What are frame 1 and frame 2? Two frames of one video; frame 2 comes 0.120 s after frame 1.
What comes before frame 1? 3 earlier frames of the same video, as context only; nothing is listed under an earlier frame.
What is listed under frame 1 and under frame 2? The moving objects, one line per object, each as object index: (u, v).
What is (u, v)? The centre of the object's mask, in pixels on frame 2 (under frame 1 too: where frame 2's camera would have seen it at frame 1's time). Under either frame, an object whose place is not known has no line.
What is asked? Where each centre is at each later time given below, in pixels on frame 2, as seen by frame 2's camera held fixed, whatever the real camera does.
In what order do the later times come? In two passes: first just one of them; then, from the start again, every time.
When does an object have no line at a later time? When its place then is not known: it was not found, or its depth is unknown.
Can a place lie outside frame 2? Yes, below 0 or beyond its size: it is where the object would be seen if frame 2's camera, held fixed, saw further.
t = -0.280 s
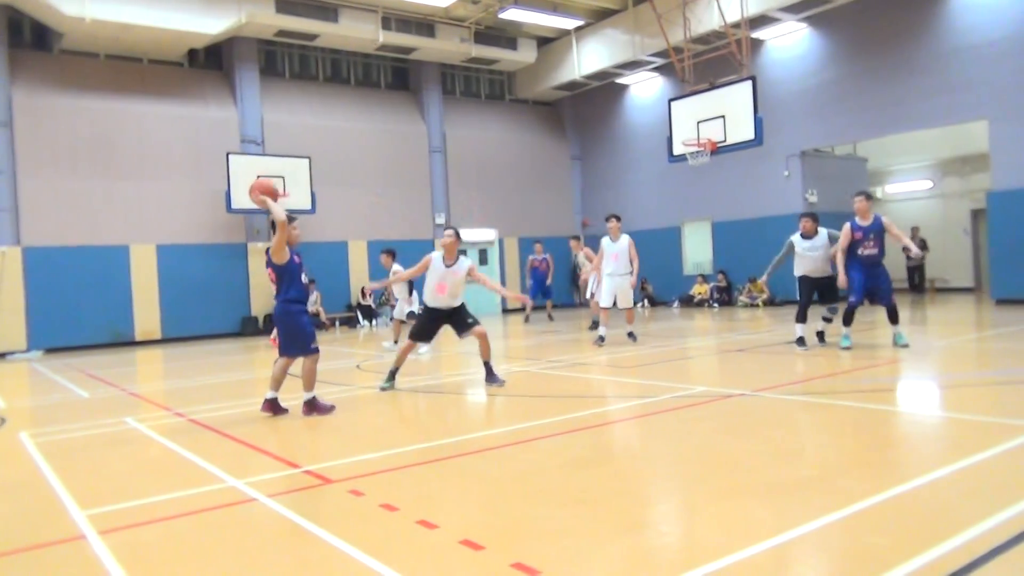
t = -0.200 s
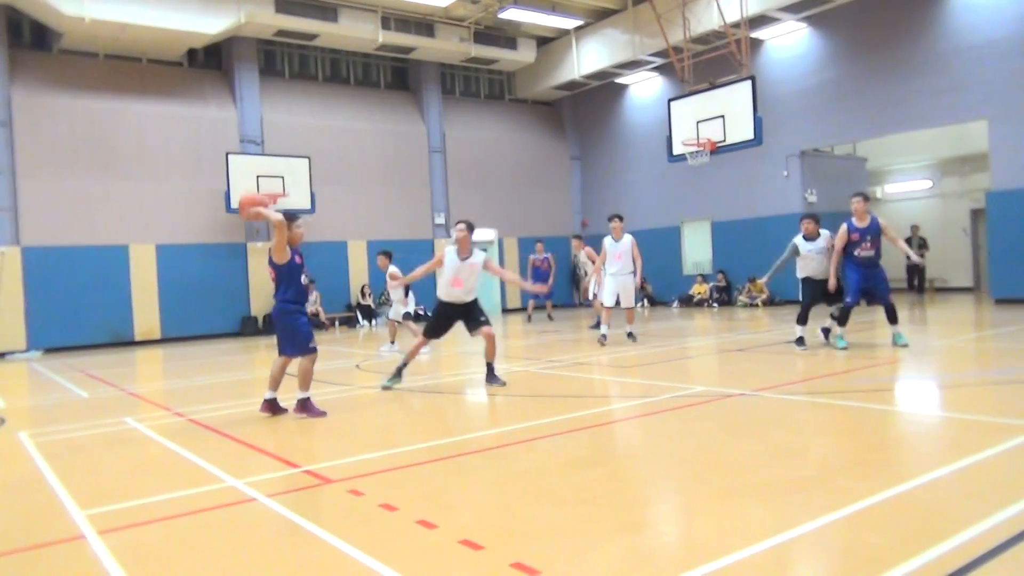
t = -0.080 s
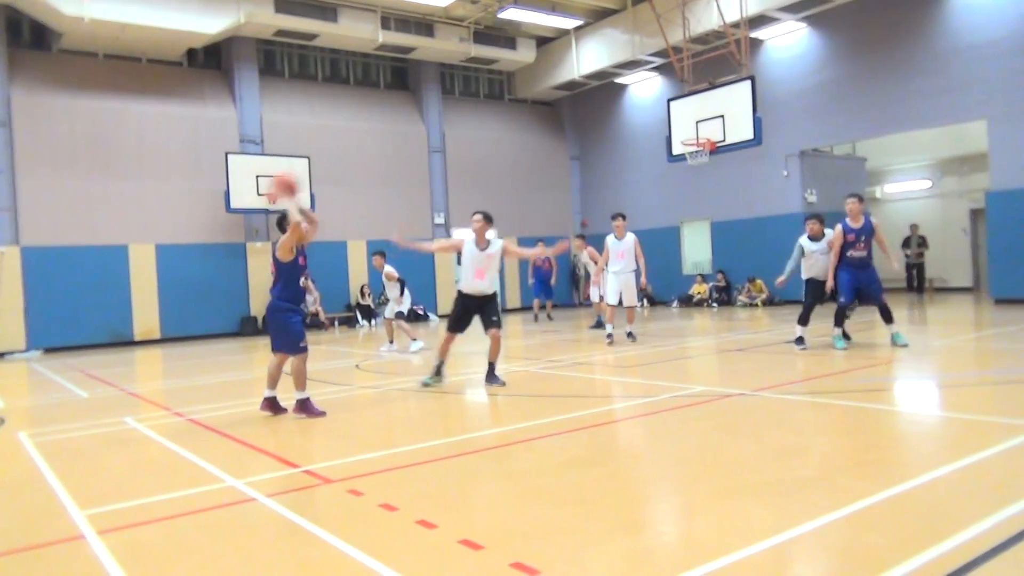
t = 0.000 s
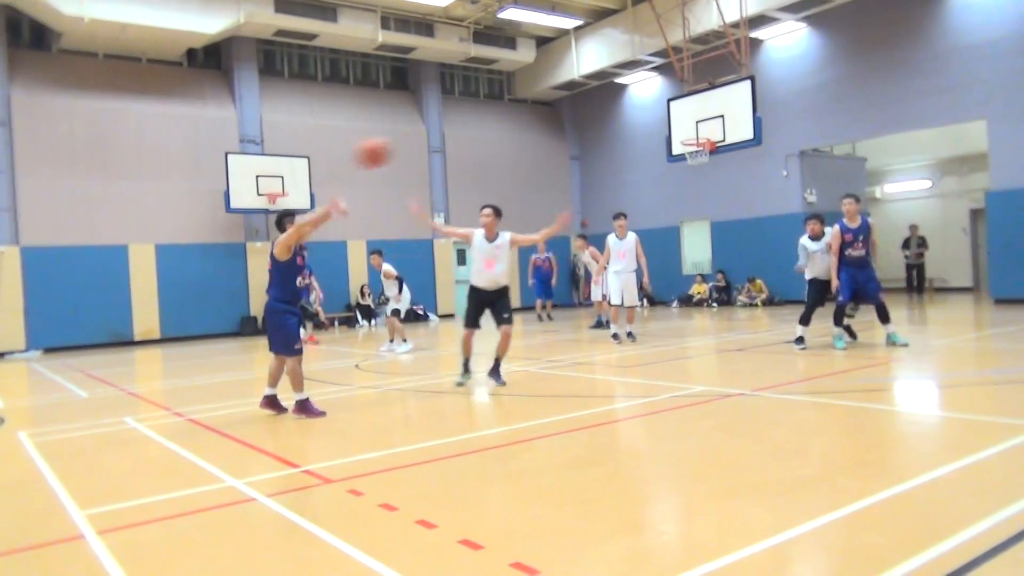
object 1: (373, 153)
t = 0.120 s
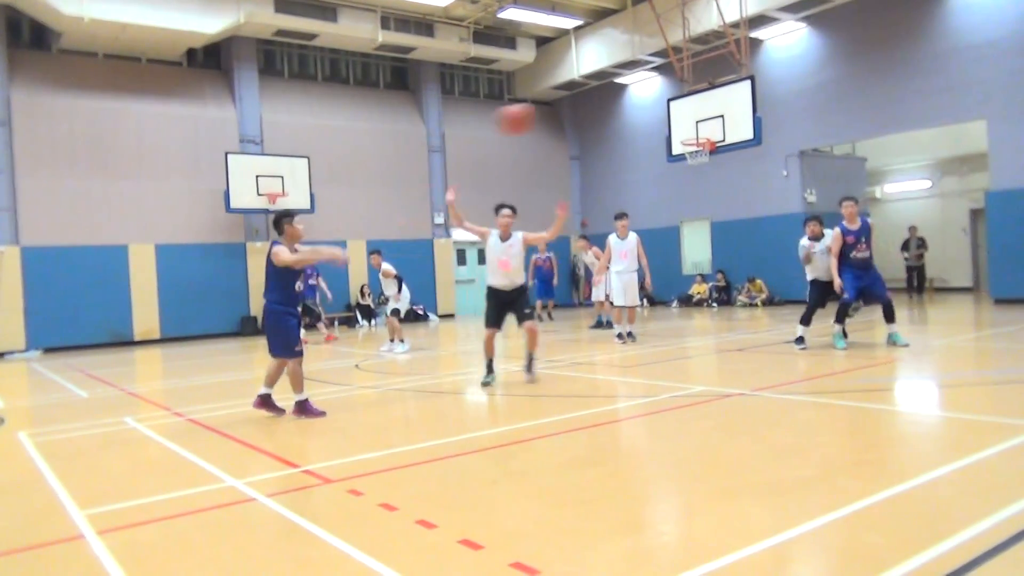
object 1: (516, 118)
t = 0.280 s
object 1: (717, 102)
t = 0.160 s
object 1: (565, 112)
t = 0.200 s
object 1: (610, 106)
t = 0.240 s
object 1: (666, 104)
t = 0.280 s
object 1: (717, 102)
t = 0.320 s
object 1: (769, 103)
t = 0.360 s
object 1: (822, 105)
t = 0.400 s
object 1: (875, 110)
